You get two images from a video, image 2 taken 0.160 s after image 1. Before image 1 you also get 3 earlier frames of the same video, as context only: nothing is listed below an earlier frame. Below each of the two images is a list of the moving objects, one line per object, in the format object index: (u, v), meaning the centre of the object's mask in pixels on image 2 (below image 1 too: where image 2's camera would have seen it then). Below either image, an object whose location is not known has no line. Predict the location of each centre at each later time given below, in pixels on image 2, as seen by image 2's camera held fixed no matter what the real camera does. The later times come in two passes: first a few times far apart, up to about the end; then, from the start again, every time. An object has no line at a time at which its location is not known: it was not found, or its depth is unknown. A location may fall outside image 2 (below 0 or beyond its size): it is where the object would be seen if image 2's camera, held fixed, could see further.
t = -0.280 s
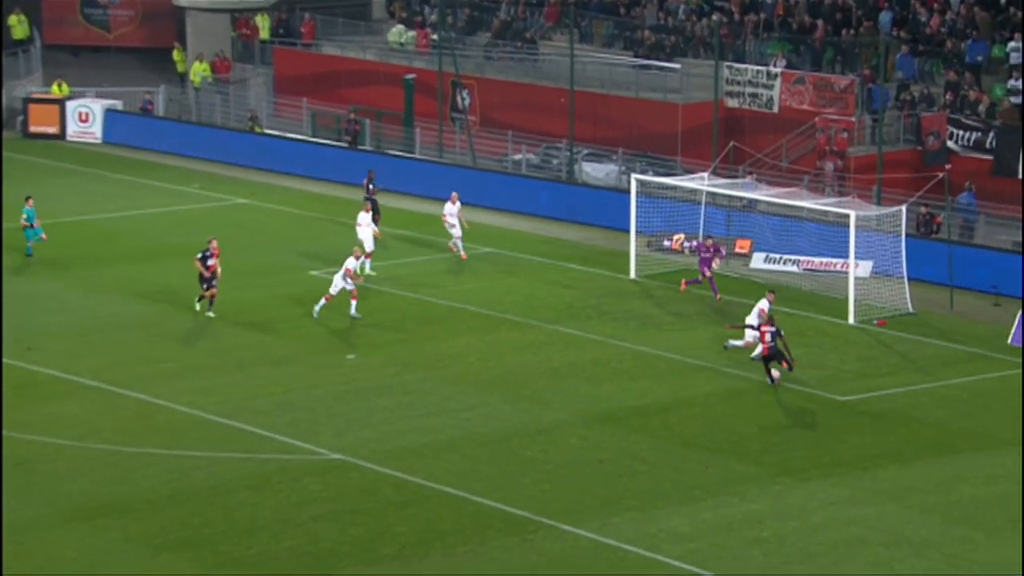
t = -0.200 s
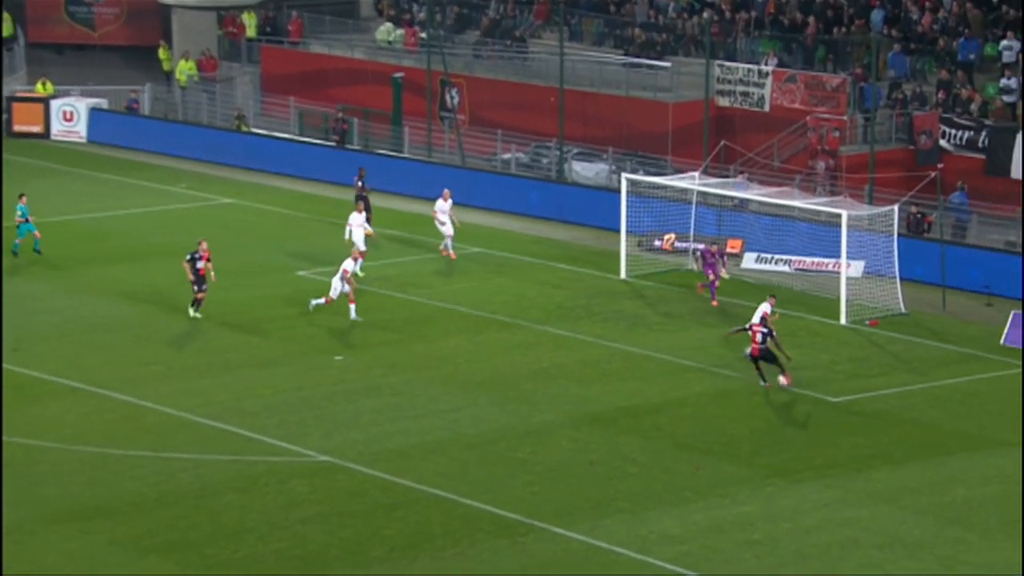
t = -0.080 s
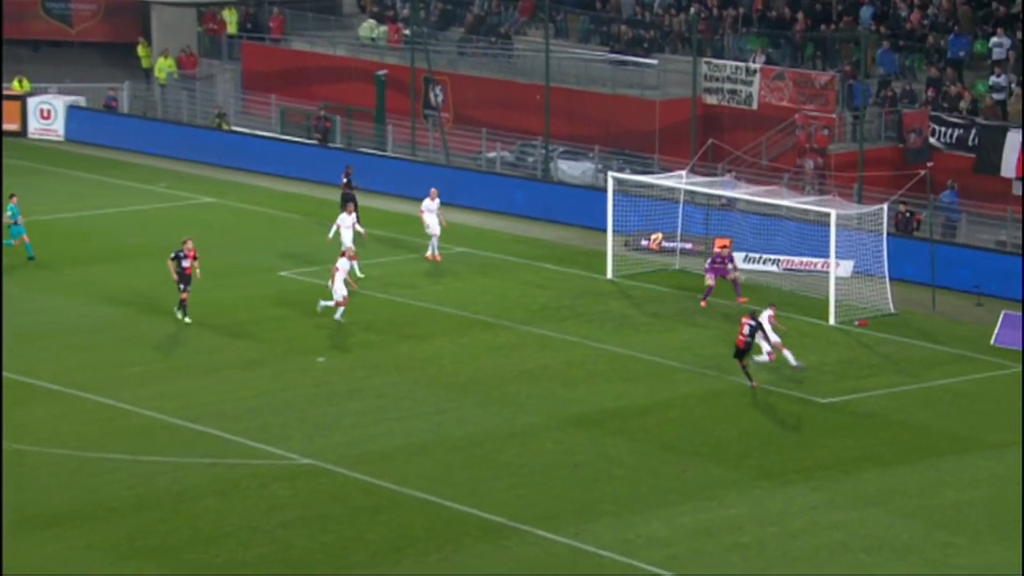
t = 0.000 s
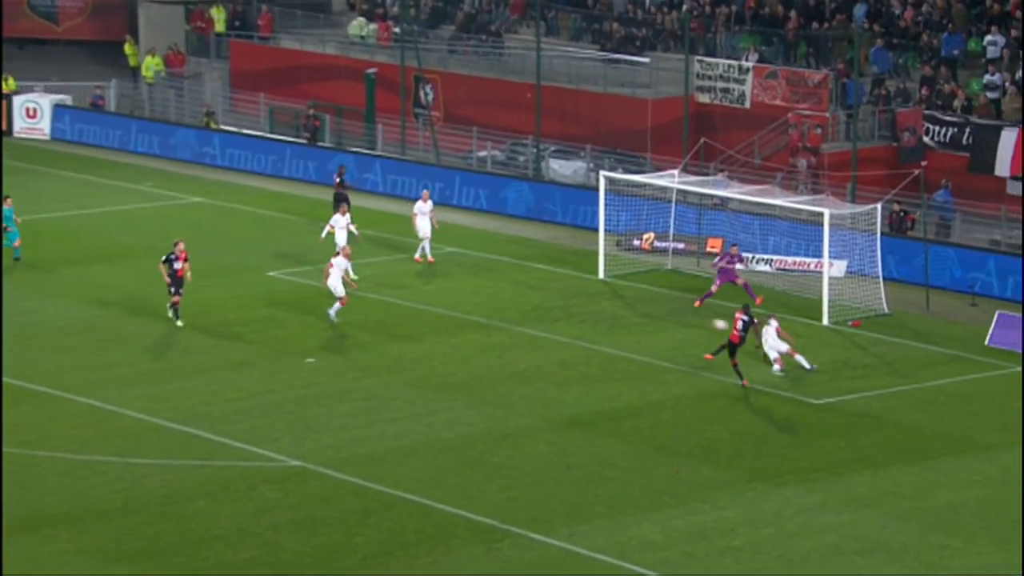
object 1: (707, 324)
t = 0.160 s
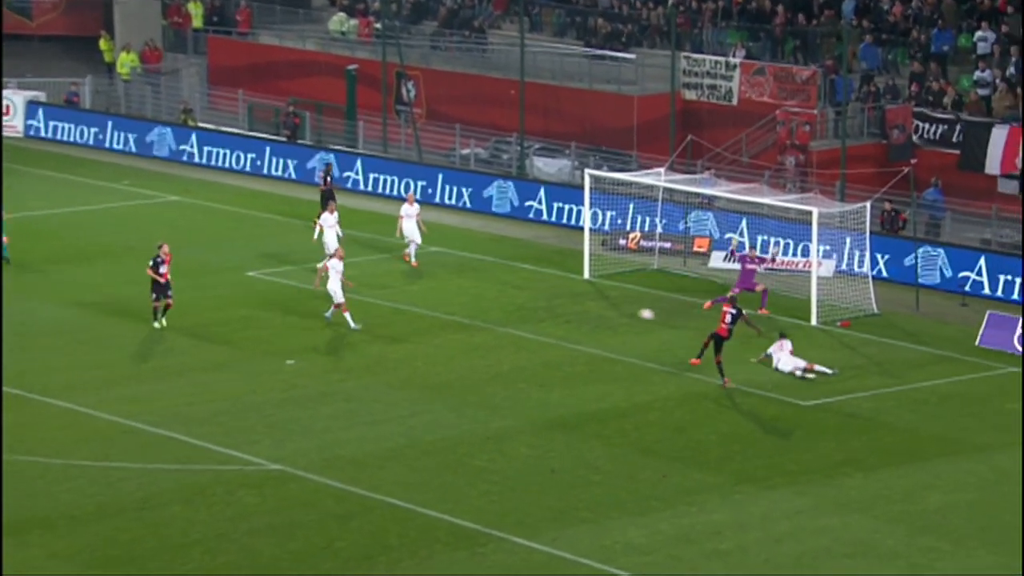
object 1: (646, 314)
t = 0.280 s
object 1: (599, 313)
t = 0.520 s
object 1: (502, 329)
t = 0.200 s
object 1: (631, 313)
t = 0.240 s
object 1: (615, 313)
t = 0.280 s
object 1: (599, 313)
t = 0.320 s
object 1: (583, 314)
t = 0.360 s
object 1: (567, 316)
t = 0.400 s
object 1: (551, 317)
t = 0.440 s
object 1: (534, 321)
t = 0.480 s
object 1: (519, 324)
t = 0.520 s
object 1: (502, 329)
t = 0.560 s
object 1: (486, 333)
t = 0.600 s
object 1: (470, 339)
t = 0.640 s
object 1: (454, 344)
